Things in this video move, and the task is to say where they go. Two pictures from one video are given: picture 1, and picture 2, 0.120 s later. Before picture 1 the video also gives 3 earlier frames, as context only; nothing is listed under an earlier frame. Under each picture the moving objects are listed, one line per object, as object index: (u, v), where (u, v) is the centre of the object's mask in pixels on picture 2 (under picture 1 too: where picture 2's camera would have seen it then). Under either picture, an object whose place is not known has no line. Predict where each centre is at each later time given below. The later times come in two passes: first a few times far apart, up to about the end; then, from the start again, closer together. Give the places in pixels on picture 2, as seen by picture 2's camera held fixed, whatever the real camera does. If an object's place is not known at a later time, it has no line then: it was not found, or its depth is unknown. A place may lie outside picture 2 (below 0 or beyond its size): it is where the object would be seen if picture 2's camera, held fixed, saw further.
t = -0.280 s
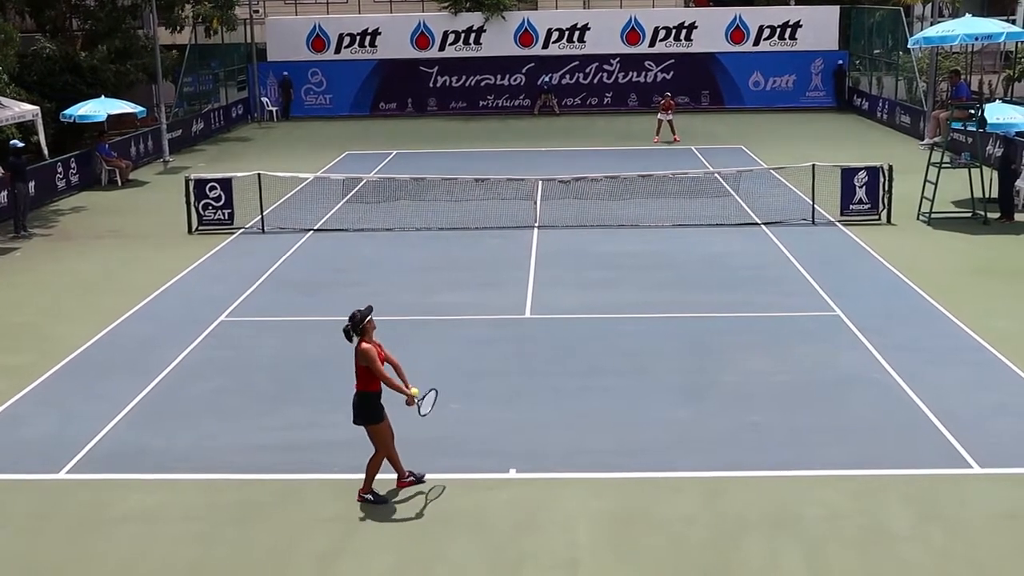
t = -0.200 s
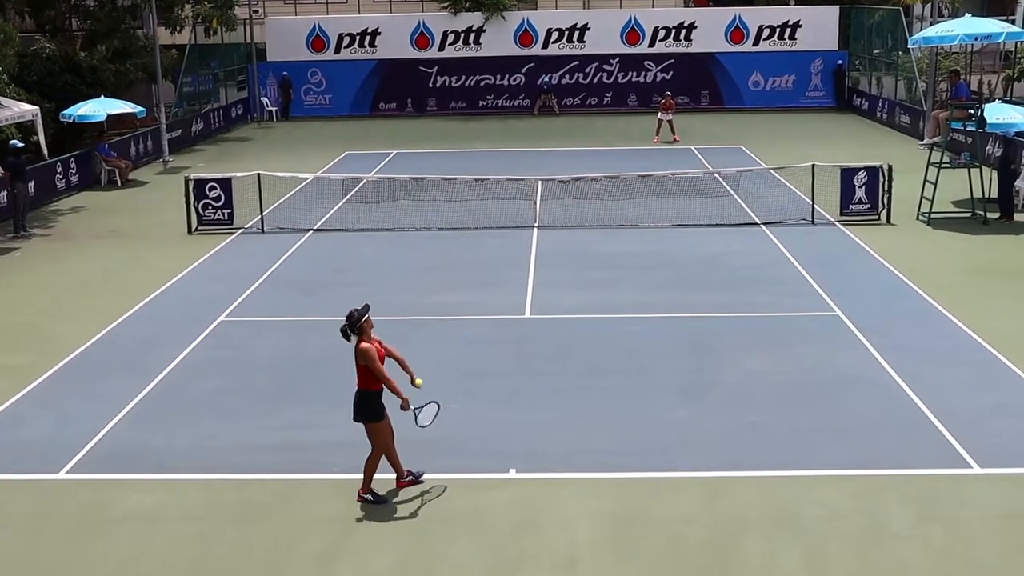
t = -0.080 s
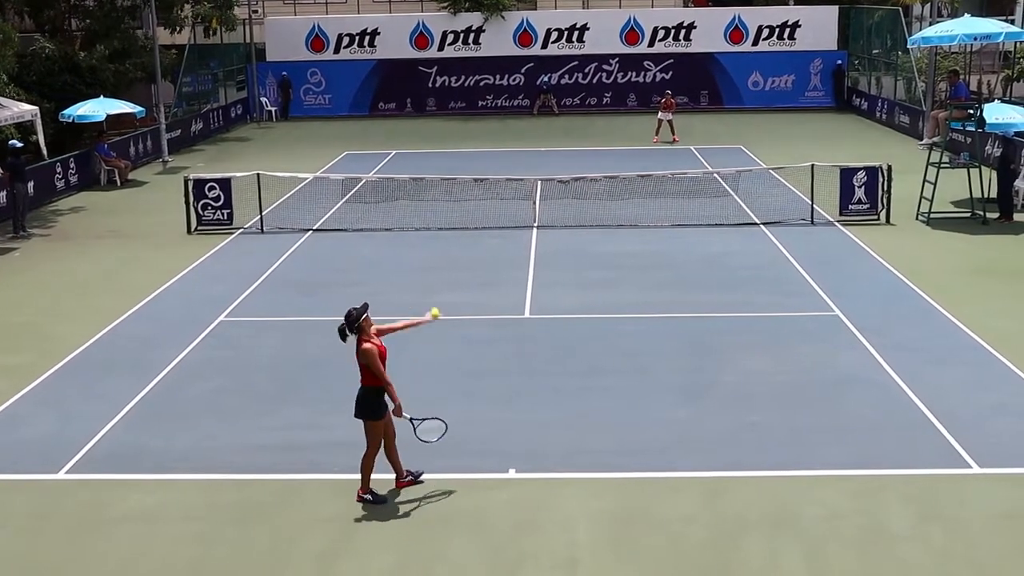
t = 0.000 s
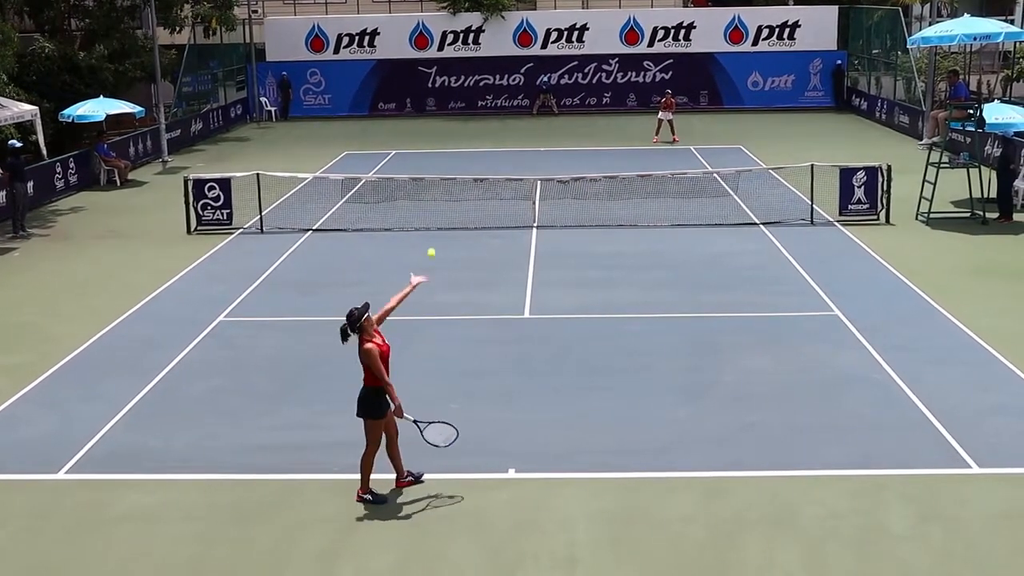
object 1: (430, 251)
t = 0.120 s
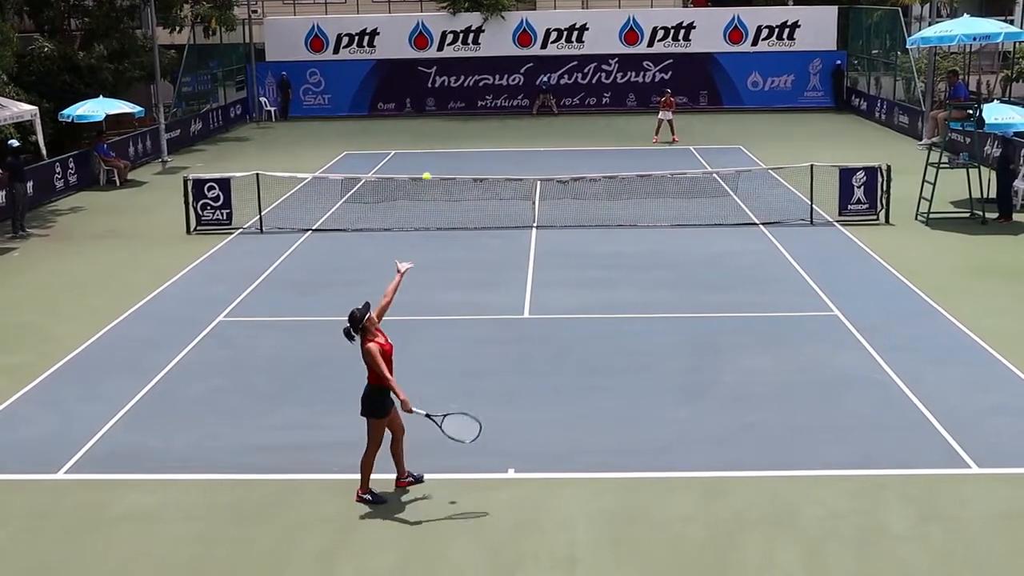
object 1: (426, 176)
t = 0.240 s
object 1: (423, 116)
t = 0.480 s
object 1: (416, 46)
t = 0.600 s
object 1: (414, 36)
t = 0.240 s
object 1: (423, 116)
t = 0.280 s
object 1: (422, 100)
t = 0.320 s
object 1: (420, 85)
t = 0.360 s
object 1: (419, 72)
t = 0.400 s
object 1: (418, 62)
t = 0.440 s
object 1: (417, 52)
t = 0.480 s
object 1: (416, 46)
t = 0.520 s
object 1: (415, 40)
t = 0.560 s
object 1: (414, 37)
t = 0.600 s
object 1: (414, 36)
